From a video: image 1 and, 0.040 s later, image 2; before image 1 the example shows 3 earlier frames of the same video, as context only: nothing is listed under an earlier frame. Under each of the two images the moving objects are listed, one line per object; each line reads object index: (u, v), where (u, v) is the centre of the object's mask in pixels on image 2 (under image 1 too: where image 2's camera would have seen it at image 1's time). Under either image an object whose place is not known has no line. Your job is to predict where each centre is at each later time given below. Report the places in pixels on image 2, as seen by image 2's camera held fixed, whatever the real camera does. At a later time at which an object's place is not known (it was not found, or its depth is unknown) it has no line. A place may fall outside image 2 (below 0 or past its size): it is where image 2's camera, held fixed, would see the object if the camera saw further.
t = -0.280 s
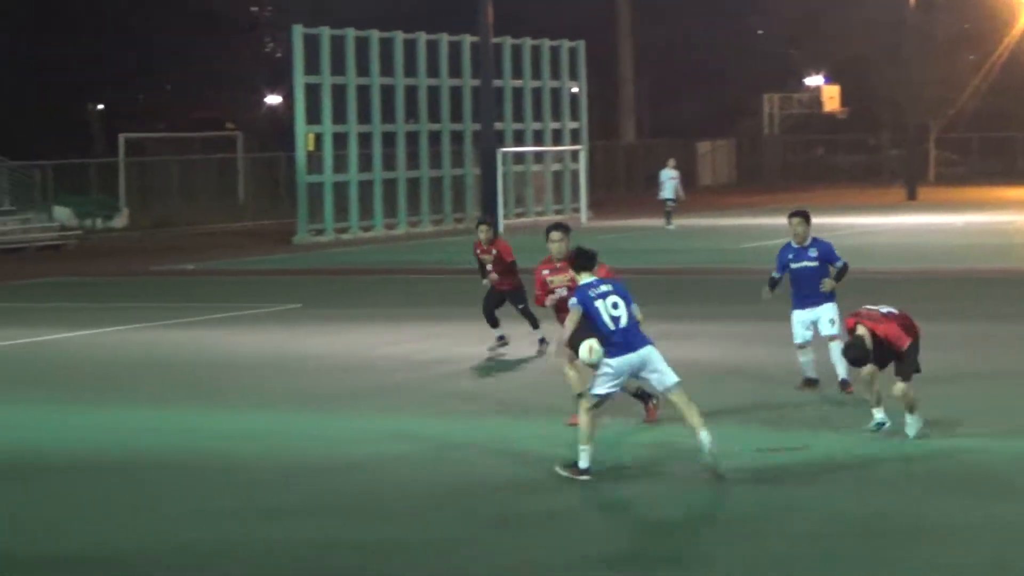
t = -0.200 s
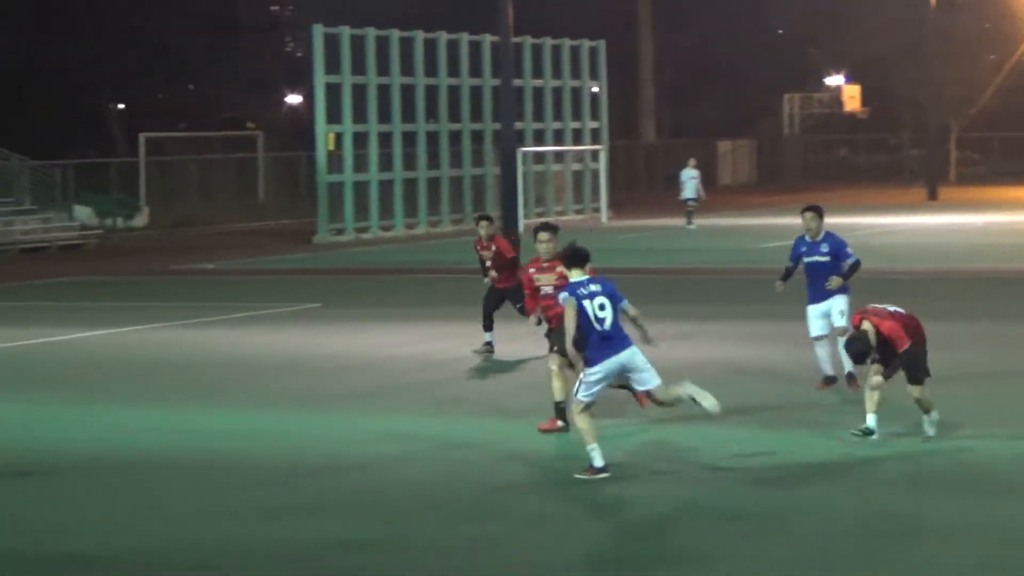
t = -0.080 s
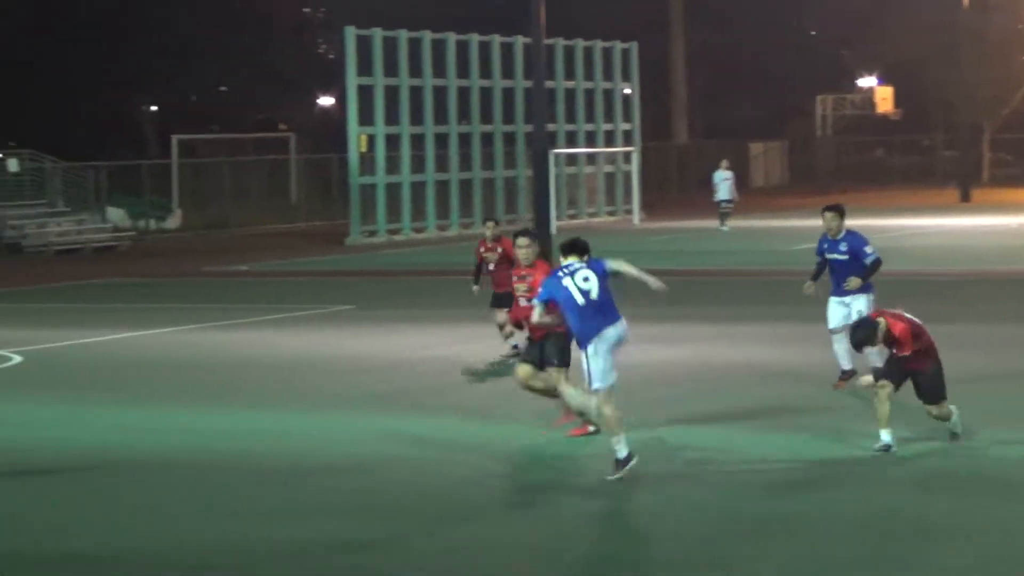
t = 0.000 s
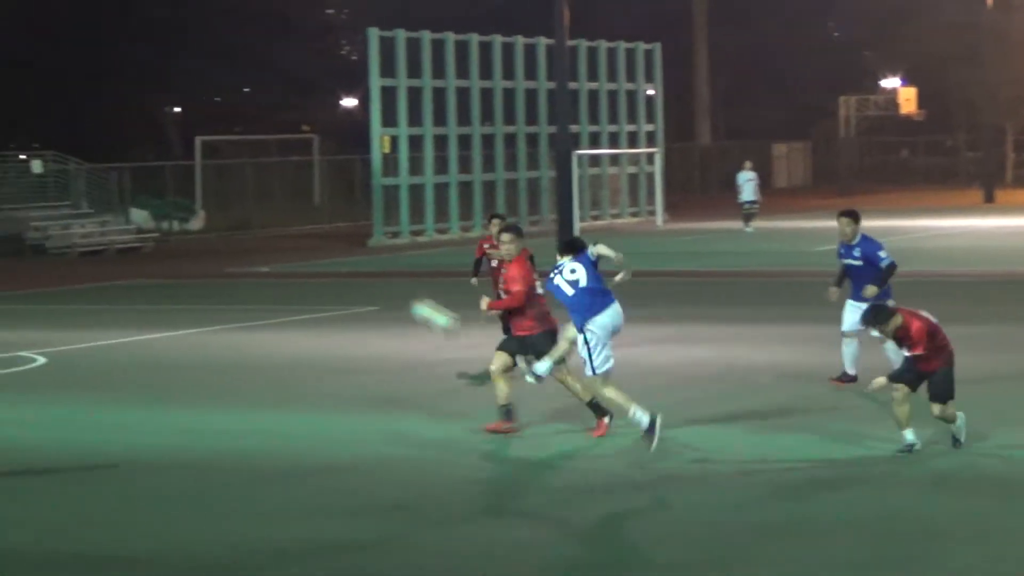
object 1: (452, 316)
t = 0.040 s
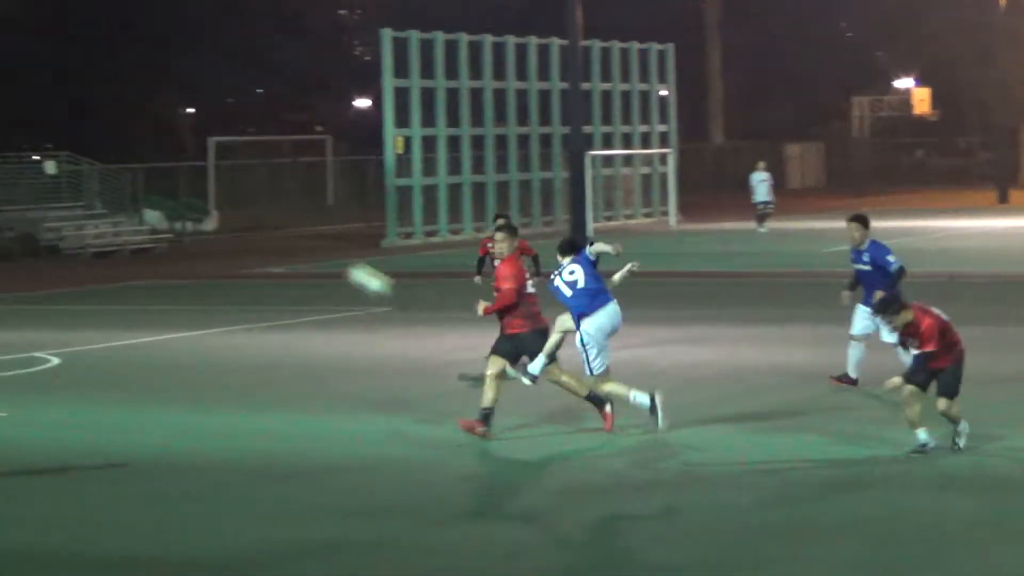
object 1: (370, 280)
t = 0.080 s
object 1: (299, 248)
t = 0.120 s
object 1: (231, 220)
